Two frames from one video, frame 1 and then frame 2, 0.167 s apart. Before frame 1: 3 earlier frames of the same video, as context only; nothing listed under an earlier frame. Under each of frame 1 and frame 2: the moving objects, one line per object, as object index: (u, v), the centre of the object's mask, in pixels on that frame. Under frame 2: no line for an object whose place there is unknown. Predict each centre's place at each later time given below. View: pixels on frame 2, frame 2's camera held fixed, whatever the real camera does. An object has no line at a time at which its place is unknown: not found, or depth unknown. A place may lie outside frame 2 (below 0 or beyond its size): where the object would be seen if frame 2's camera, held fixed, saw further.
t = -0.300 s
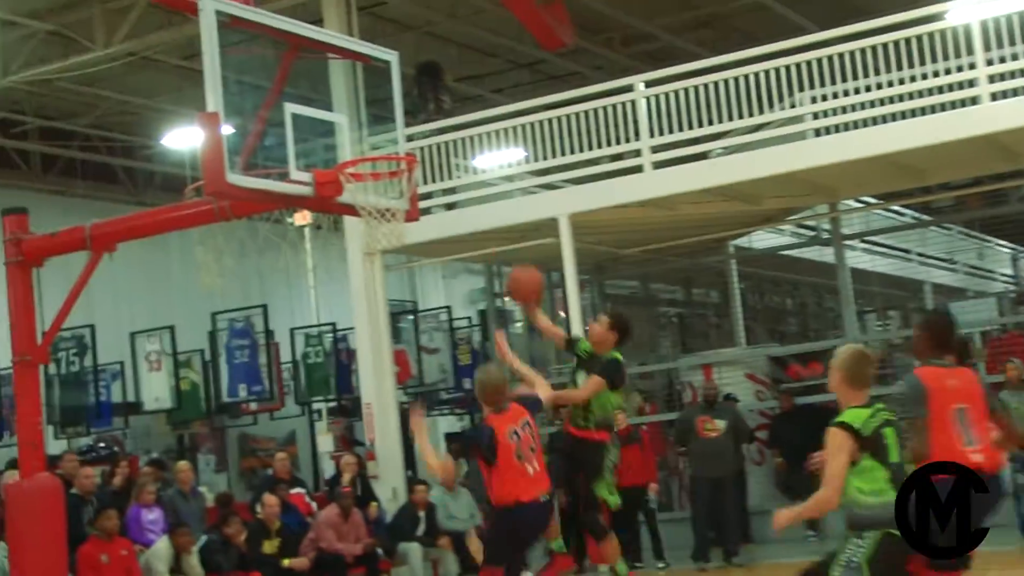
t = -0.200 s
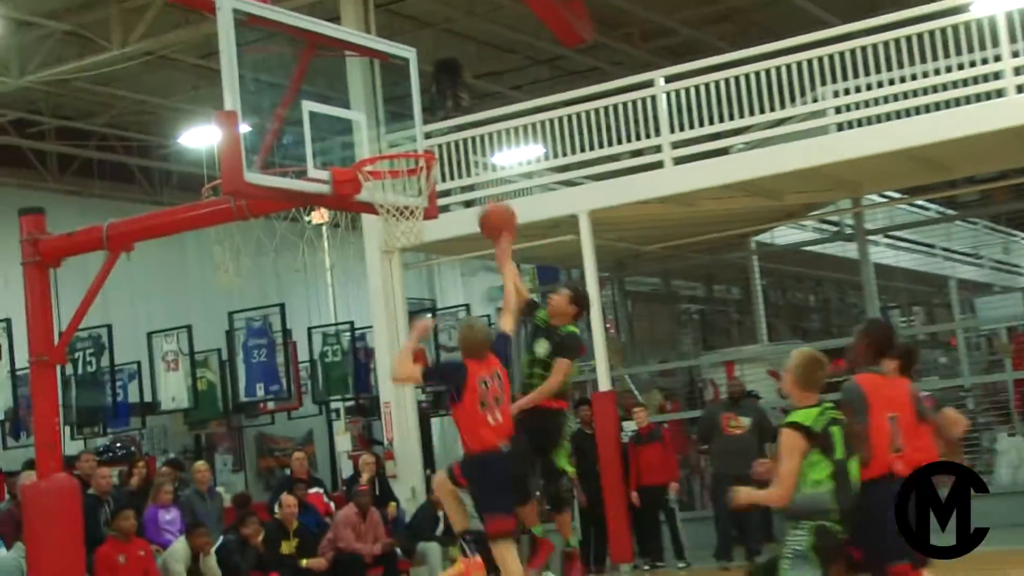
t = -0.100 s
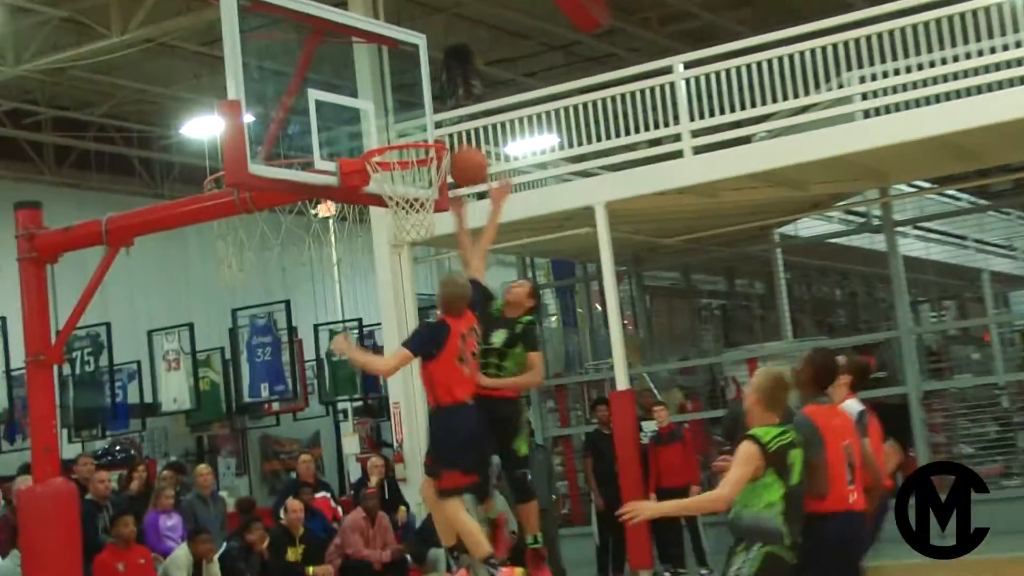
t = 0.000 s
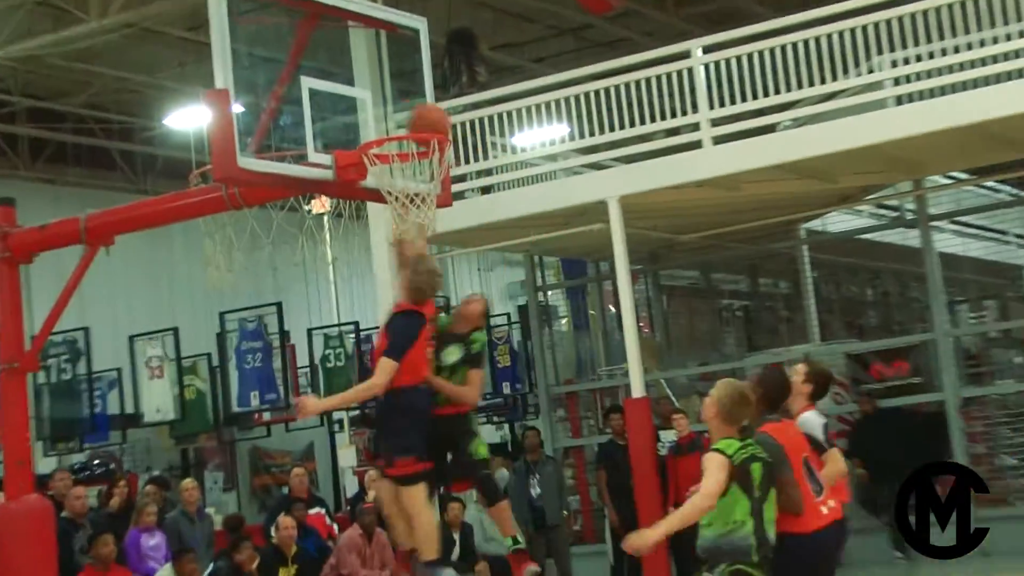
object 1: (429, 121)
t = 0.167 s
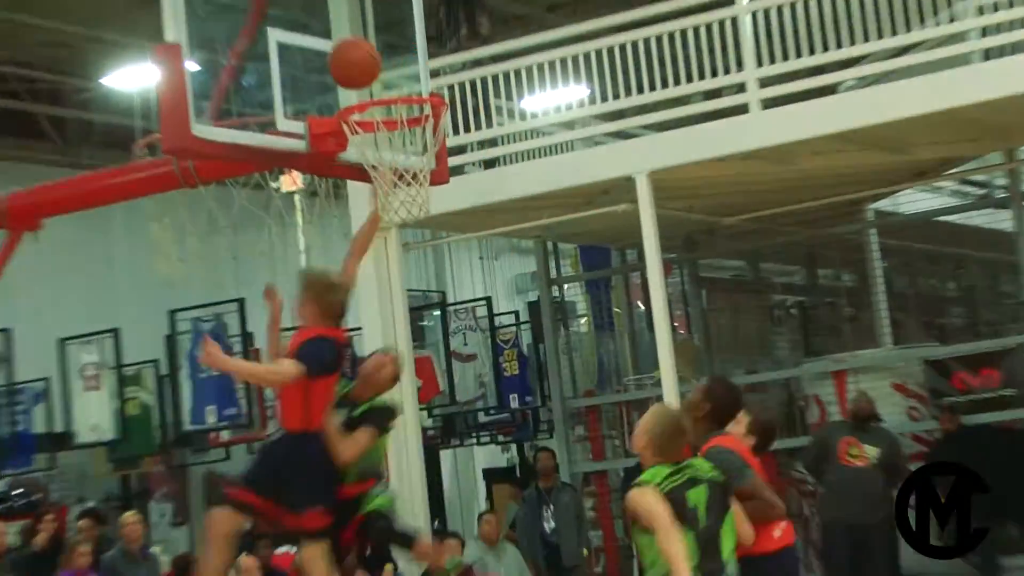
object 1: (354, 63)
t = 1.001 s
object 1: (376, 179)
